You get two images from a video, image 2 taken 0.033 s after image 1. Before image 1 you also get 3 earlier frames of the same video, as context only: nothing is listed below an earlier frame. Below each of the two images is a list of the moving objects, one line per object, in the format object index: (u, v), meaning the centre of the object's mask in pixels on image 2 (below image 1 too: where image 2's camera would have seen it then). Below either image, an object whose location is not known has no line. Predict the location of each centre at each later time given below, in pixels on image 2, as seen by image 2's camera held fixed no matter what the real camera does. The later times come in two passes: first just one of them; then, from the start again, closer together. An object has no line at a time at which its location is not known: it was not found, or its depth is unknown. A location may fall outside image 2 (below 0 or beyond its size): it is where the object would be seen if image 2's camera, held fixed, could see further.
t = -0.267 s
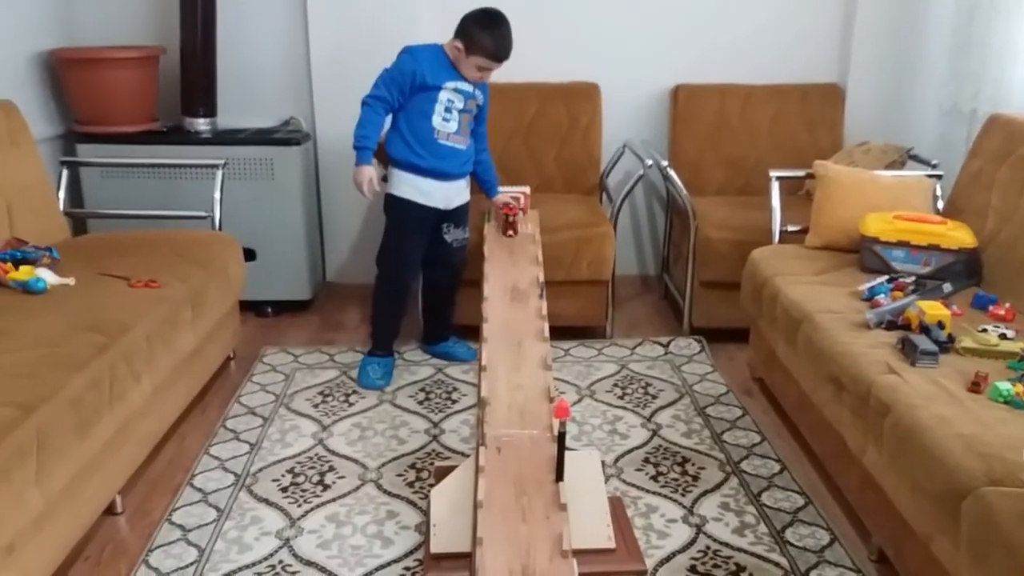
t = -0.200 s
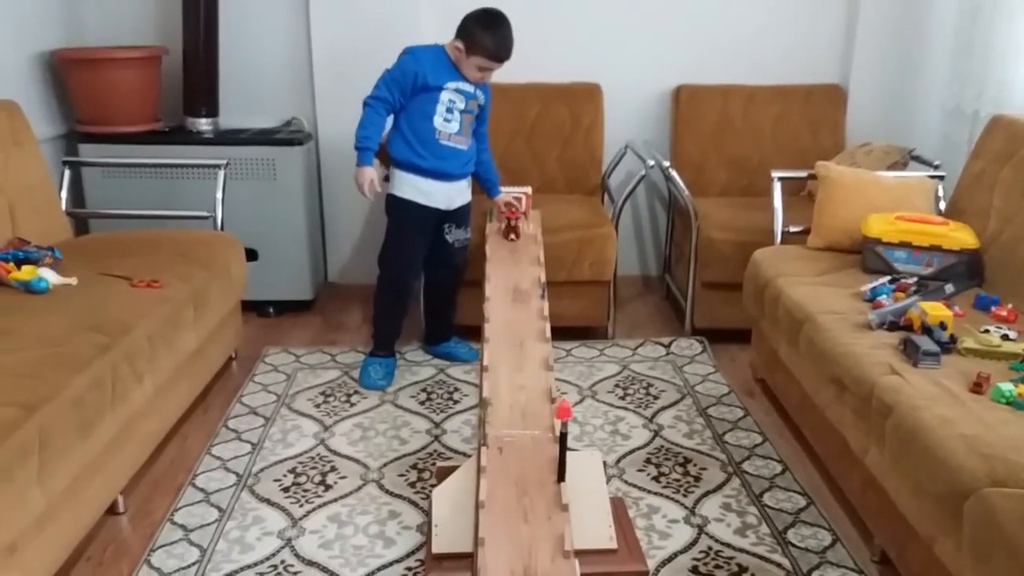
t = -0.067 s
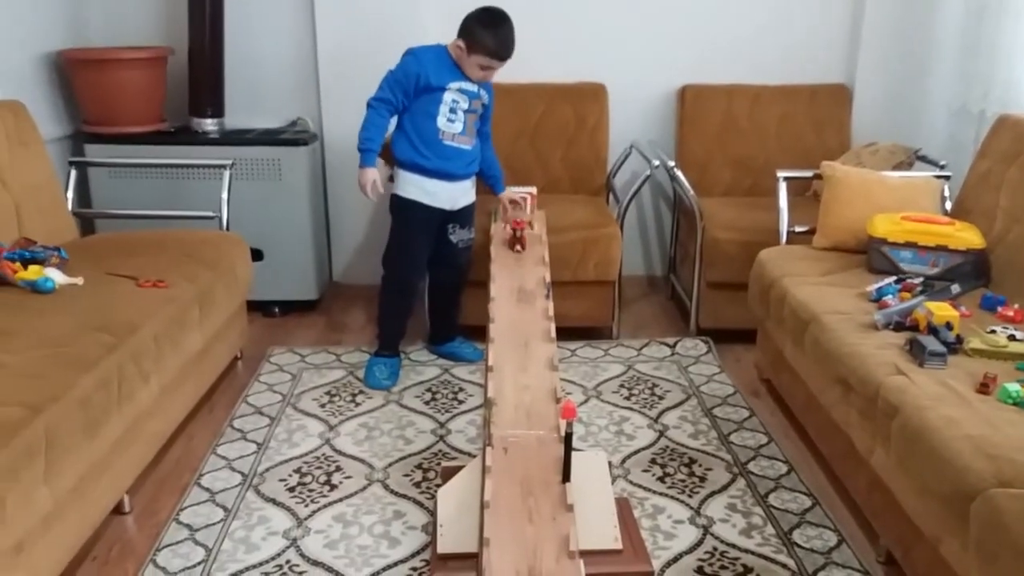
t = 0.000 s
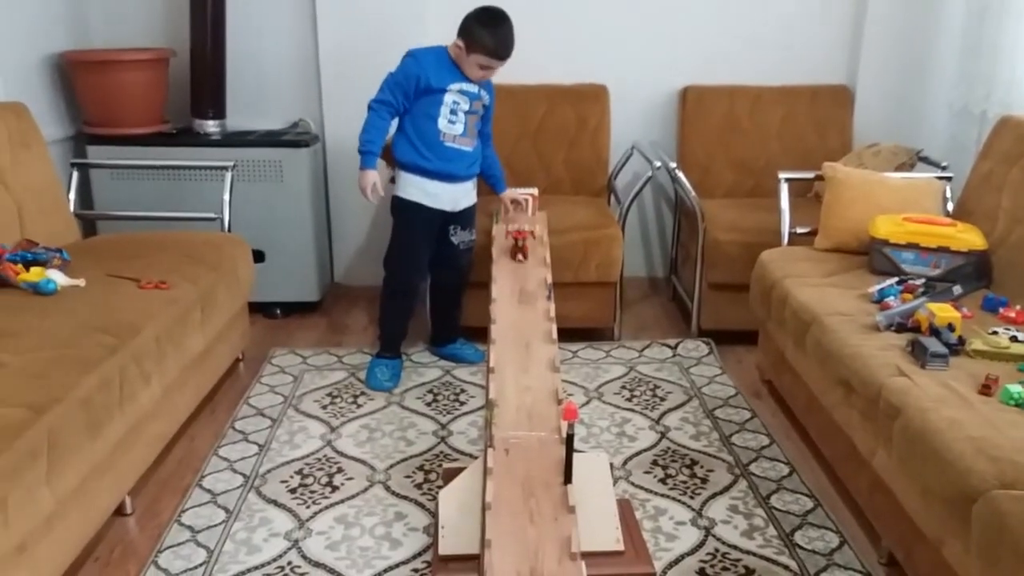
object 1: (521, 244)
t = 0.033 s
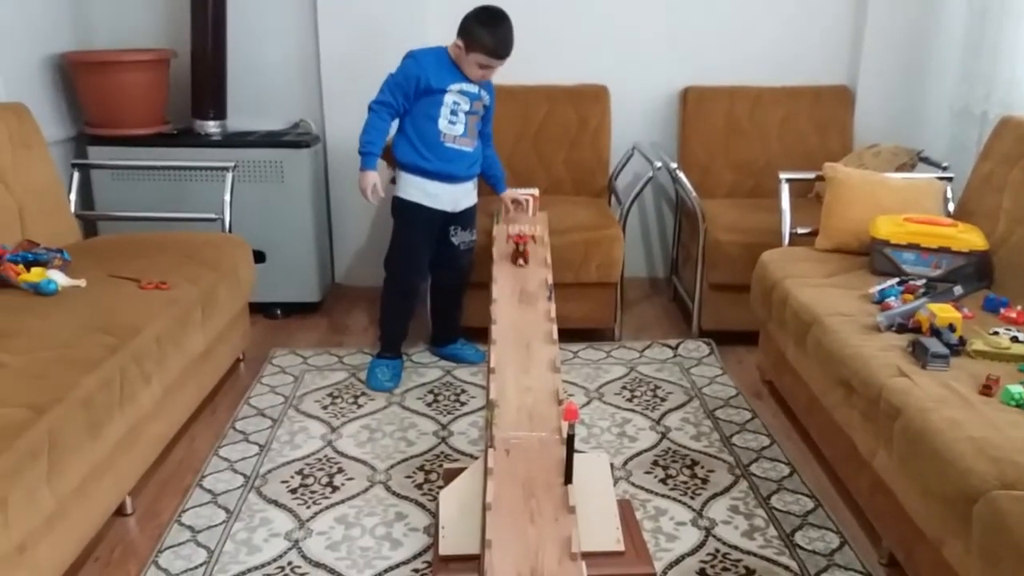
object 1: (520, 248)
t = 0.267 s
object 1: (524, 293)
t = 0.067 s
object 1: (521, 252)
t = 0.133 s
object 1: (521, 264)
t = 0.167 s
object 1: (522, 271)
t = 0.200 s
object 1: (522, 277)
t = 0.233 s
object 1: (523, 285)
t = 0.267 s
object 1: (524, 293)
